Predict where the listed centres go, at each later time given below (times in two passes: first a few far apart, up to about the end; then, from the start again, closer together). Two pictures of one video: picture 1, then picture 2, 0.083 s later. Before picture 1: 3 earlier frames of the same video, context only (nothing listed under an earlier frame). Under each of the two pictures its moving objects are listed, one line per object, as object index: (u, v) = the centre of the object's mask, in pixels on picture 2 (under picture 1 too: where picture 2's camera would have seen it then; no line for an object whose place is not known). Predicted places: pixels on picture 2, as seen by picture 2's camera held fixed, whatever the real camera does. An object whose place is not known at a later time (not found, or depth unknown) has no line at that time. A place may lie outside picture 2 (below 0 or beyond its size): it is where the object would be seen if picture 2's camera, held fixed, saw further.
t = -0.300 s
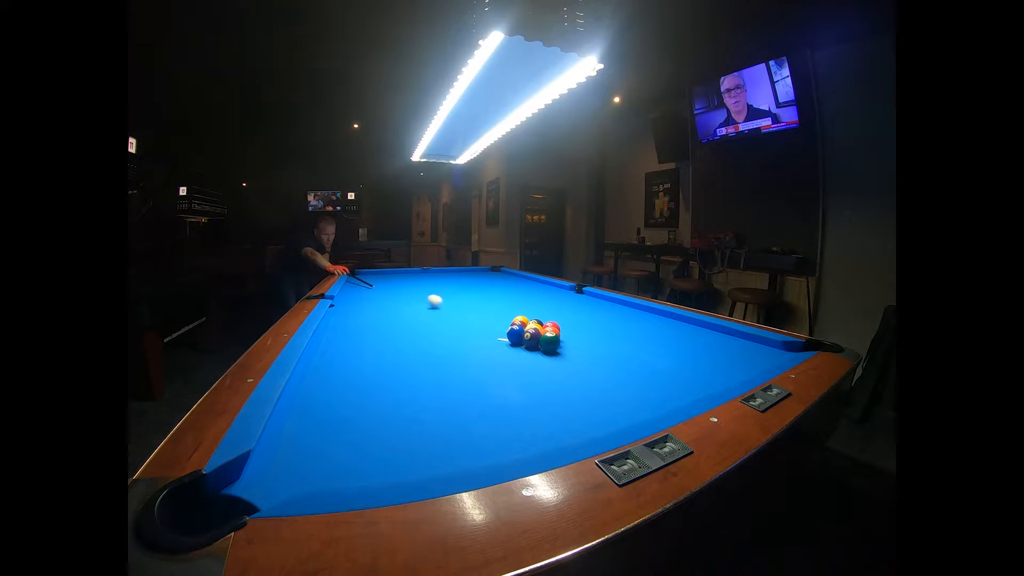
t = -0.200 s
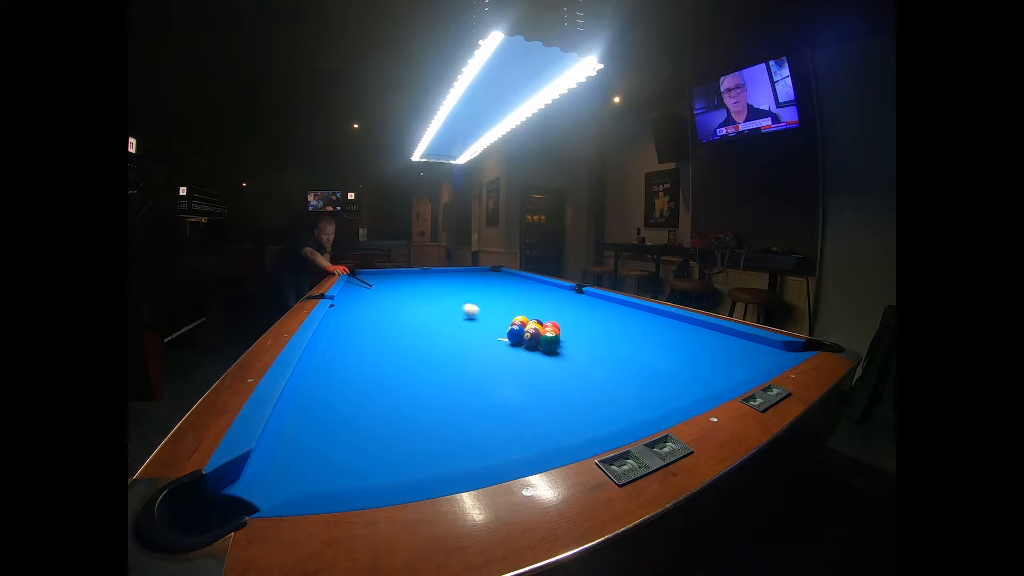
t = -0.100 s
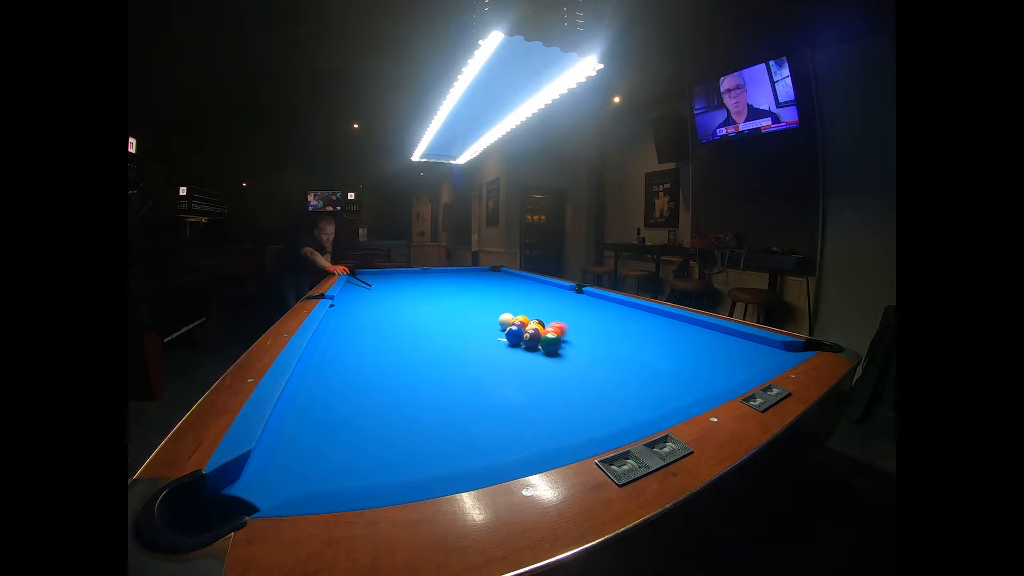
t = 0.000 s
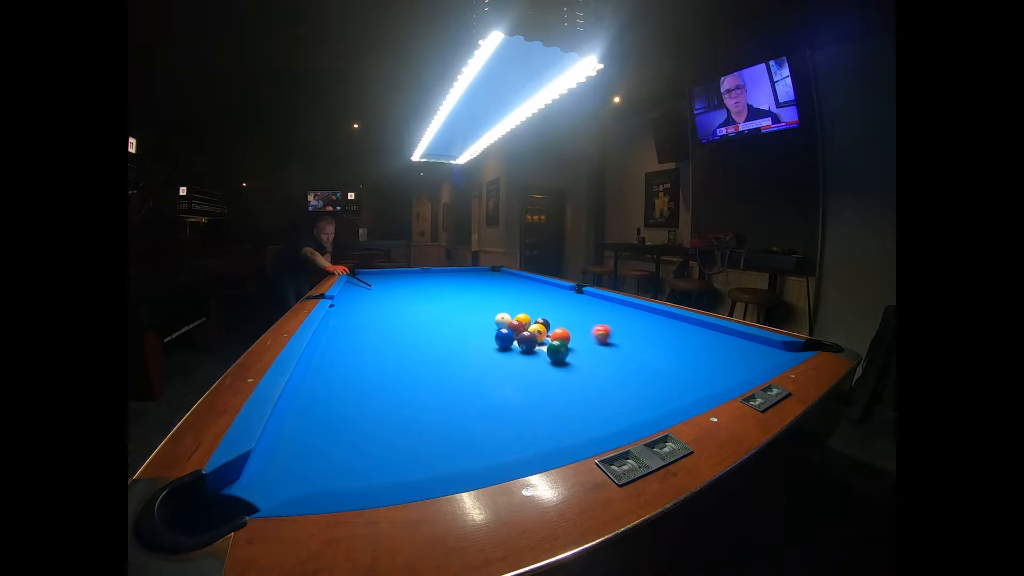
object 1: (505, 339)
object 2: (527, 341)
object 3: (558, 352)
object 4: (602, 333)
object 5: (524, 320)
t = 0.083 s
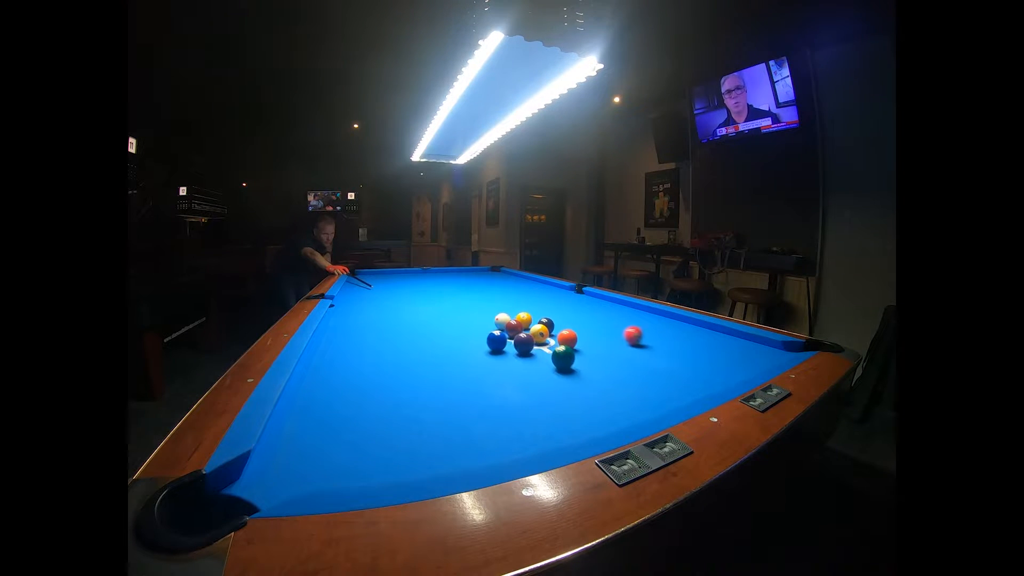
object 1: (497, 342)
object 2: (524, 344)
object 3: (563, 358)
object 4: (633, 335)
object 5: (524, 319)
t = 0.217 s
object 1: (483, 346)
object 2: (518, 347)
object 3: (573, 370)
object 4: (677, 337)
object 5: (525, 318)
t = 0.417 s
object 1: (462, 353)
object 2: (509, 352)
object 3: (591, 390)
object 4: (739, 339)
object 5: (527, 315)
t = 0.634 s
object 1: (437, 360)
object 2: (499, 358)
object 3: (615, 415)
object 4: (769, 346)
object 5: (529, 312)
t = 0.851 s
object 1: (411, 369)
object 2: (490, 363)
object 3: (588, 409)
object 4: (776, 355)
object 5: (531, 309)
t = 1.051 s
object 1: (385, 376)
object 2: (481, 368)
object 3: (564, 397)
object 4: (753, 359)
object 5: (532, 307)
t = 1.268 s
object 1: (356, 384)
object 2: (473, 374)
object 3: (543, 388)
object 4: (725, 361)
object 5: (534, 305)
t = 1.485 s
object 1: (327, 392)
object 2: (465, 378)
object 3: (525, 379)
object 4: (696, 362)
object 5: (535, 304)
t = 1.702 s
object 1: (297, 400)
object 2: (457, 383)
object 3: (510, 373)
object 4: (679, 366)
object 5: (536, 302)
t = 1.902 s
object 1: (302, 404)
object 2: (451, 387)
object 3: (498, 367)
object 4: (668, 372)
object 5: (537, 302)
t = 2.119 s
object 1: (314, 406)
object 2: (445, 391)
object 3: (488, 361)
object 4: (655, 378)
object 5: (538, 301)
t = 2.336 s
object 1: (325, 408)
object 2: (440, 394)
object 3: (480, 357)
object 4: (642, 385)
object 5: (539, 300)
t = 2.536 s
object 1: (334, 410)
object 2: (436, 396)
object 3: (473, 353)
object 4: (629, 391)
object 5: (540, 299)
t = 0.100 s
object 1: (495, 342)
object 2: (523, 344)
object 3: (564, 360)
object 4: (639, 335)
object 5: (524, 319)
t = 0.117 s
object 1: (493, 343)
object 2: (522, 344)
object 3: (565, 361)
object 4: (644, 336)
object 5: (524, 319)
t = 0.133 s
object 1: (492, 343)
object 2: (522, 345)
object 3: (567, 363)
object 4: (650, 336)
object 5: (524, 319)
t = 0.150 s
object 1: (490, 344)
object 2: (521, 346)
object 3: (568, 364)
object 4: (655, 336)
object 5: (524, 319)
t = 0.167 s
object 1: (488, 345)
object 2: (520, 346)
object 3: (569, 366)
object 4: (661, 336)
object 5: (525, 318)
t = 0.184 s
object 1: (487, 345)
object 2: (519, 346)
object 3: (570, 367)
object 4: (667, 337)
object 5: (525, 318)
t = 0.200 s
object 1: (485, 346)
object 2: (519, 346)
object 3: (572, 368)
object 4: (672, 337)
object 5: (525, 318)
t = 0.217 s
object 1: (483, 346)
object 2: (518, 347)
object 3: (573, 370)
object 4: (677, 337)
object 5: (525, 318)
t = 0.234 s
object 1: (482, 347)
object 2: (517, 348)
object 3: (574, 372)
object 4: (683, 337)
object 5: (525, 318)
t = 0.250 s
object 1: (480, 347)
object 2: (517, 348)
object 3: (576, 374)
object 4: (688, 338)
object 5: (525, 317)
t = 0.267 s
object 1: (478, 348)
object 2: (516, 348)
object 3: (577, 375)
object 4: (693, 338)
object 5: (525, 317)
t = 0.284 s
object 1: (477, 348)
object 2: (515, 349)
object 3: (578, 377)
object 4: (698, 338)
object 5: (526, 317)
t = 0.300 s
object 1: (475, 349)
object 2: (514, 349)
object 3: (580, 378)
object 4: (704, 338)
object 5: (526, 316)
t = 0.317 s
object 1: (473, 350)
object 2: (514, 350)
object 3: (581, 380)
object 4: (709, 338)
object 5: (526, 316)
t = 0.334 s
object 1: (471, 350)
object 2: (513, 350)
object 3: (583, 382)
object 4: (714, 338)
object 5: (526, 316)
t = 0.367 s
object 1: (468, 351)
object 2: (511, 351)
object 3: (586, 385)
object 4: (724, 339)
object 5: (527, 315)
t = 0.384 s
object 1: (466, 351)
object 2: (511, 351)
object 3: (588, 387)
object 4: (729, 339)
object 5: (527, 315)
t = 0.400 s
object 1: (464, 352)
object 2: (510, 352)
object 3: (589, 389)
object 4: (734, 339)
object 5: (527, 315)
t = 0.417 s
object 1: (462, 353)
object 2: (509, 352)
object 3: (591, 390)
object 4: (739, 339)
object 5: (527, 315)
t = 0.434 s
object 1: (460, 353)
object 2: (508, 352)
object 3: (593, 393)
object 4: (743, 340)
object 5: (527, 314)
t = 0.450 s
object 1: (459, 354)
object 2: (508, 353)
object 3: (594, 394)
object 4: (748, 340)
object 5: (527, 314)
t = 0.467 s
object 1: (457, 355)
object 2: (507, 353)
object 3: (596, 396)
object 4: (753, 340)
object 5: (528, 314)
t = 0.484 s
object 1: (455, 355)
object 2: (506, 354)
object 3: (598, 399)
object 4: (758, 340)
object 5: (528, 314)
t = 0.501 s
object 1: (453, 355)
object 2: (506, 354)
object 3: (600, 400)
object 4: (762, 340)
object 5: (528, 313)
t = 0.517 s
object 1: (451, 356)
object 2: (505, 354)
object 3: (602, 403)
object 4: (765, 341)
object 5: (528, 313)
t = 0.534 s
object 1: (449, 356)
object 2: (504, 355)
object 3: (603, 405)
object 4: (766, 342)
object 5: (528, 313)
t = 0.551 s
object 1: (447, 358)
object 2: (503, 355)
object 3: (605, 407)
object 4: (766, 342)
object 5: (528, 313)
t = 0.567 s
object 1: (445, 358)
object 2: (502, 356)
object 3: (607, 410)
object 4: (766, 343)
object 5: (529, 313)
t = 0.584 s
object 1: (443, 358)
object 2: (502, 356)
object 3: (609, 411)
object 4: (767, 344)
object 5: (529, 312)
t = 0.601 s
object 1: (441, 359)
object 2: (501, 357)
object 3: (611, 413)
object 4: (768, 345)
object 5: (529, 312)
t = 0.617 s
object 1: (439, 359)
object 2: (500, 357)
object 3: (613, 414)
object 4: (768, 346)
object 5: (529, 312)
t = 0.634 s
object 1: (437, 360)
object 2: (499, 358)
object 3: (615, 415)
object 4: (769, 346)
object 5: (529, 312)
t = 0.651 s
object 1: (435, 361)
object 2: (499, 358)
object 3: (616, 416)
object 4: (769, 347)
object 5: (529, 311)
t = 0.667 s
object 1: (433, 362)
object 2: (498, 358)
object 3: (614, 416)
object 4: (770, 348)
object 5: (529, 311)
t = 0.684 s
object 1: (431, 362)
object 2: (497, 359)
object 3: (612, 416)
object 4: (771, 349)
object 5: (530, 311)
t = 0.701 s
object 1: (429, 363)
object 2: (496, 359)
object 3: (609, 415)
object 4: (771, 350)
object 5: (530, 311)
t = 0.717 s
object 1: (427, 364)
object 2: (496, 360)
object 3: (607, 415)
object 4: (772, 351)
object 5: (530, 311)
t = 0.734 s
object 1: (425, 364)
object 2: (495, 360)
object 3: (605, 415)
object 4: (773, 352)
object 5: (530, 310)
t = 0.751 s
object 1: (423, 365)
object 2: (494, 361)
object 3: (602, 414)
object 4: (774, 352)
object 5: (530, 310)
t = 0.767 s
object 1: (421, 366)
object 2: (494, 361)
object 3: (600, 414)
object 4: (774, 353)
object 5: (530, 310)
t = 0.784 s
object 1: (419, 366)
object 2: (493, 361)
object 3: (598, 413)
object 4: (775, 354)
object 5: (530, 310)
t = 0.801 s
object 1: (417, 367)
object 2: (492, 362)
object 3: (595, 413)
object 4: (775, 354)
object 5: (530, 310)
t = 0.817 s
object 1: (415, 367)
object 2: (491, 362)
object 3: (593, 411)
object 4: (776, 354)
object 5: (531, 309)
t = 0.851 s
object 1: (411, 369)
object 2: (490, 363)
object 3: (588, 409)
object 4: (776, 355)
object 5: (531, 309)
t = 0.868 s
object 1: (409, 369)
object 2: (489, 363)
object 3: (586, 408)
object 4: (774, 356)
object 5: (531, 309)
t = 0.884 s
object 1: (406, 370)
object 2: (489, 364)
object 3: (584, 407)
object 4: (772, 356)
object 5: (531, 309)
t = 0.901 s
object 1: (404, 371)
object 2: (488, 364)
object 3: (582, 406)
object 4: (770, 357)
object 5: (531, 309)
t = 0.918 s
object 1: (402, 371)
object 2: (487, 365)
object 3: (580, 404)
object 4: (768, 357)
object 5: (531, 308)
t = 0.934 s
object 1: (400, 372)
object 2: (486, 365)
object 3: (578, 404)
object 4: (766, 357)
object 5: (532, 308)
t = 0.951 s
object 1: (398, 372)
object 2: (486, 365)
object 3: (576, 403)
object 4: (764, 358)
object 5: (532, 308)
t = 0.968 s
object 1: (396, 373)
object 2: (485, 366)
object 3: (574, 402)
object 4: (762, 358)
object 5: (532, 308)
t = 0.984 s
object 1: (393, 374)
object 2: (484, 366)
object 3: (572, 401)
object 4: (760, 359)
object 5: (532, 308)
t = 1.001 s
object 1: (391, 374)
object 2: (484, 367)
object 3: (570, 399)
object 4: (758, 359)
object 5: (532, 308)
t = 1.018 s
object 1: (389, 375)
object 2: (483, 367)
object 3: (568, 398)
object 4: (757, 359)
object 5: (532, 307)
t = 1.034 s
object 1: (387, 375)
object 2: (482, 368)
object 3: (566, 397)
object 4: (755, 359)
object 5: (532, 307)
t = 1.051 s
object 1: (385, 376)
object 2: (481, 368)
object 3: (564, 397)
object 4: (753, 359)
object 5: (532, 307)
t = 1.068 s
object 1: (383, 377)
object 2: (481, 369)
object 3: (563, 396)
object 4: (751, 360)
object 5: (533, 307)
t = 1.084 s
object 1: (380, 377)
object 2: (480, 369)
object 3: (561, 396)
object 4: (748, 360)
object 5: (533, 307)
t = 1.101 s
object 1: (378, 378)
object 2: (479, 369)
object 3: (559, 394)
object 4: (746, 360)
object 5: (533, 307)
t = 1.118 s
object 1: (376, 379)
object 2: (479, 370)
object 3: (557, 394)
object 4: (744, 360)
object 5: (533, 307)
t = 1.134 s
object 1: (374, 379)
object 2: (478, 370)
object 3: (556, 393)
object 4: (742, 360)
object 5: (533, 306)
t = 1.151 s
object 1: (372, 380)
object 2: (477, 371)
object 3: (554, 393)
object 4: (740, 360)
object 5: (533, 306)
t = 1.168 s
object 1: (369, 381)
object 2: (477, 371)
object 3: (552, 392)
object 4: (738, 360)
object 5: (533, 306)
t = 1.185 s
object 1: (367, 381)
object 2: (476, 372)
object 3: (551, 391)
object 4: (736, 360)
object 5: (534, 306)
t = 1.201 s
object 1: (365, 382)
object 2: (475, 372)
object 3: (549, 390)
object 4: (733, 360)
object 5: (534, 306)
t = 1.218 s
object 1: (363, 383)
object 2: (475, 372)
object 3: (547, 389)
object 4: (731, 360)
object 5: (534, 306)
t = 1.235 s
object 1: (361, 383)
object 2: (474, 373)
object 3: (546, 388)
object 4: (729, 360)
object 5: (534, 306)
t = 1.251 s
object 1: (358, 384)
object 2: (473, 373)
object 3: (544, 388)
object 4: (727, 360)
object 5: (534, 306)
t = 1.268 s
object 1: (356, 384)
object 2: (473, 374)
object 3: (543, 388)
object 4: (725, 361)
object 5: (534, 305)
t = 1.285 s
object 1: (354, 385)
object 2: (472, 374)
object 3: (541, 387)
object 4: (723, 361)
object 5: (534, 305)
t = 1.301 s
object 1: (351, 386)
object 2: (471, 374)
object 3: (540, 386)
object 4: (720, 361)
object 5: (534, 305)
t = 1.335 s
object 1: (347, 387)
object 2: (470, 375)
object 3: (537, 385)
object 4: (716, 361)
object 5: (534, 305)
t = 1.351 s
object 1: (345, 387)
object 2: (469, 375)
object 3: (536, 383)
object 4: (714, 361)
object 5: (535, 305)
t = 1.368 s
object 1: (342, 388)
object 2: (469, 375)
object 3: (534, 384)
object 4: (712, 361)
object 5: (535, 305)
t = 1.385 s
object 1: (340, 389)
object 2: (468, 376)
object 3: (533, 383)
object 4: (709, 361)
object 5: (535, 305)
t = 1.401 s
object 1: (338, 389)
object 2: (468, 376)
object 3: (531, 382)
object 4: (707, 361)
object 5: (535, 304)
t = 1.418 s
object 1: (336, 390)
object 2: (467, 377)
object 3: (530, 381)
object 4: (705, 361)
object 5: (535, 304)
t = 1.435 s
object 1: (333, 391)
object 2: (466, 377)
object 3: (529, 380)
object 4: (703, 361)
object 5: (535, 304)
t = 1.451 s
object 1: (331, 391)
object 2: (466, 377)
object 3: (527, 380)
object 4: (701, 362)
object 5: (535, 304)
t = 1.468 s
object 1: (329, 392)
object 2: (465, 377)
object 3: (526, 379)
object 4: (698, 362)
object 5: (535, 304)
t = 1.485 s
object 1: (327, 392)
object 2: (465, 378)
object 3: (525, 379)
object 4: (696, 362)
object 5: (535, 304)
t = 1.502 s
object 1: (324, 393)
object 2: (464, 378)
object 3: (523, 378)
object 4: (694, 362)
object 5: (535, 304)
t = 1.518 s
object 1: (322, 393)
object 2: (464, 379)
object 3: (522, 378)
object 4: (691, 362)
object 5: (535, 304)
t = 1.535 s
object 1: (320, 394)
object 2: (463, 379)
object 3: (521, 377)
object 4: (689, 362)
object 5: (535, 304)
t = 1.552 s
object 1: (317, 395)
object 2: (462, 380)
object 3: (520, 376)
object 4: (687, 362)
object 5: (536, 303)
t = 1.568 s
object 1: (315, 395)
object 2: (462, 380)
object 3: (519, 376)
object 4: (686, 363)
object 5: (536, 303)
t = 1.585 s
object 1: (313, 396)
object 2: (461, 380)
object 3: (517, 376)
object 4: (685, 363)
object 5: (536, 303)
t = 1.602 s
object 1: (311, 397)
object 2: (461, 381)
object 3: (516, 375)
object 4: (685, 363)
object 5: (536, 303)
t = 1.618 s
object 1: (309, 397)
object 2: (460, 381)
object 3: (515, 375)
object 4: (684, 364)
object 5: (536, 303)
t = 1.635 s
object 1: (306, 397)
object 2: (459, 382)
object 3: (514, 374)
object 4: (683, 364)
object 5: (536, 303)
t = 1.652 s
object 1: (304, 398)
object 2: (459, 382)
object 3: (513, 374)
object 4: (682, 365)
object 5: (536, 303)
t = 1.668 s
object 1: (302, 399)
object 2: (458, 382)
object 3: (512, 373)
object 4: (681, 365)
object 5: (536, 303)
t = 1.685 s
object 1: (300, 399)
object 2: (458, 383)
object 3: (511, 373)
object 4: (680, 366)
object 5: (536, 303)
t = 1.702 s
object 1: (297, 400)
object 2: (457, 383)
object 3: (510, 373)
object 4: (679, 366)
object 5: (536, 302)
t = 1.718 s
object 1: (295, 401)
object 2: (457, 383)
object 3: (509, 372)
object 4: (678, 367)
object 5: (536, 302)
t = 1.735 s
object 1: (293, 401)
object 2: (456, 384)
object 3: (508, 371)
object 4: (677, 367)
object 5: (536, 302)
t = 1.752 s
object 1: (293, 402)
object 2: (455, 384)
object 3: (507, 371)
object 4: (677, 368)
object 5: (536, 302)
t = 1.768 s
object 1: (294, 402)
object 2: (455, 384)
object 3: (506, 370)
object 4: (676, 368)
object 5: (536, 302)
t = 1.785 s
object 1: (295, 402)
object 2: (454, 385)
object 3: (505, 370)
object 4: (675, 369)
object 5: (537, 302)
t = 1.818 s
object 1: (297, 403)
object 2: (453, 386)
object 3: (503, 369)
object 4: (673, 370)
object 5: (537, 302)
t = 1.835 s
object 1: (298, 403)
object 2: (453, 386)
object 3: (502, 368)
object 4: (672, 370)
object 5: (537, 302)
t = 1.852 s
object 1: (299, 403)
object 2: (452, 386)
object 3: (501, 368)
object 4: (671, 371)
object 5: (537, 302)
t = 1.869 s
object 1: (300, 403)
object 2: (452, 387)
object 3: (500, 368)
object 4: (670, 371)
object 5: (537, 302)
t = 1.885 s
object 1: (301, 404)
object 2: (451, 387)
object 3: (499, 367)
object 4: (669, 372)
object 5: (537, 302)
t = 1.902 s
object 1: (302, 404)
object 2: (451, 387)
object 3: (498, 367)
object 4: (668, 372)
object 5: (537, 302)
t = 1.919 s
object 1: (303, 404)
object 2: (450, 388)
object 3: (497, 366)
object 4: (667, 372)
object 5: (537, 301)
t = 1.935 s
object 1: (304, 404)
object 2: (450, 388)
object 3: (496, 366)
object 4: (666, 373)
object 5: (537, 302)
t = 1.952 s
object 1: (305, 404)
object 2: (449, 388)
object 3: (496, 365)
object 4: (665, 374)
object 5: (537, 302)
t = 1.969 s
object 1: (306, 404)
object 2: (449, 389)
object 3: (495, 365)
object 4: (664, 374)
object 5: (538, 301)
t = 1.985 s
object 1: (307, 405)
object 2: (448, 389)
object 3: (494, 364)
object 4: (663, 375)
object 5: (538, 301)
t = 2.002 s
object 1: (307, 405)
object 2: (448, 389)
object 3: (493, 364)
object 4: (662, 375)
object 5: (538, 301)
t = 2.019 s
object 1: (308, 405)
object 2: (447, 389)
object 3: (492, 364)
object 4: (661, 375)
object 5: (538, 301)
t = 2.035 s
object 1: (309, 405)
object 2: (447, 390)
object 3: (492, 363)
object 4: (660, 376)
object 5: (538, 301)
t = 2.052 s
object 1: (310, 406)
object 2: (446, 390)
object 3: (491, 363)
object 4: (659, 377)
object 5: (538, 301)
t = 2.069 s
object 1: (311, 406)
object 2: (446, 390)
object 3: (490, 362)
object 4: (658, 377)
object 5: (538, 301)
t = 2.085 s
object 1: (312, 406)
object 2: (446, 390)
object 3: (489, 362)
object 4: (657, 378)
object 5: (538, 301)
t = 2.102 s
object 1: (313, 406)
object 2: (445, 391)
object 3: (489, 361)
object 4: (656, 378)
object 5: (538, 301)
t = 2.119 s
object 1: (314, 406)
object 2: (445, 391)
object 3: (488, 361)
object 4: (655, 378)
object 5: (538, 301)
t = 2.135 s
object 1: (315, 406)
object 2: (444, 391)
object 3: (487, 361)
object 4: (654, 379)
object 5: (538, 301)
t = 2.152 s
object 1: (316, 406)
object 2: (444, 392)
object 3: (487, 360)
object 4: (653, 379)
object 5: (538, 301)
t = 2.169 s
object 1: (316, 407)
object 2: (443, 392)
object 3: (486, 360)
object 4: (652, 380)
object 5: (539, 300)
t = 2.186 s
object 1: (317, 407)
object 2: (443, 392)
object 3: (485, 359)
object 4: (651, 380)
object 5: (539, 300)
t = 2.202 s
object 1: (318, 407)
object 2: (443, 392)
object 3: (484, 359)
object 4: (650, 380)
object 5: (539, 300)
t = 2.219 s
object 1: (319, 407)
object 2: (442, 393)
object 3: (484, 359)
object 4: (649, 381)
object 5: (539, 300)
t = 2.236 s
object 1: (320, 407)
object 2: (442, 393)
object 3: (483, 358)
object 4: (648, 382)
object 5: (539, 300)
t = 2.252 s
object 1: (321, 408)
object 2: (442, 393)
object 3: (483, 358)
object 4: (647, 382)
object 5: (539, 300)
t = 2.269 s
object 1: (321, 408)
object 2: (441, 393)
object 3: (482, 358)
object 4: (646, 383)
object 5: (539, 300)
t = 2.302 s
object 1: (323, 408)
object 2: (441, 394)
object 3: (481, 357)
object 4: (644, 384)
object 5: (539, 300)
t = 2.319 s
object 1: (324, 408)
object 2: (440, 394)
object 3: (480, 357)
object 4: (643, 384)
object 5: (539, 300)
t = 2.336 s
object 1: (325, 408)
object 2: (440, 394)
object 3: (480, 357)
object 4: (642, 385)
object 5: (539, 300)
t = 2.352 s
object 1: (326, 408)
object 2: (440, 394)
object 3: (479, 356)
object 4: (641, 385)
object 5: (539, 300)
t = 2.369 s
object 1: (326, 409)
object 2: (439, 394)
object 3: (478, 356)
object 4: (640, 386)
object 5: (539, 300)
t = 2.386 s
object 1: (327, 409)
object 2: (439, 394)
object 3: (478, 356)
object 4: (639, 386)
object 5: (540, 300)
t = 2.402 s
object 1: (328, 409)
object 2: (439, 395)
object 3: (477, 355)
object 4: (638, 387)
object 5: (540, 300)
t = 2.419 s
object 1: (329, 409)
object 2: (438, 395)
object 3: (476, 355)
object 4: (637, 387)
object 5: (540, 300)
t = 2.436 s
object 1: (329, 409)
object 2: (438, 395)
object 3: (476, 355)
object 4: (636, 388)
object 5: (540, 300)
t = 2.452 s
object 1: (330, 409)
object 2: (438, 395)
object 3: (475, 355)
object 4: (635, 388)
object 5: (540, 300)
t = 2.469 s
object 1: (331, 409)
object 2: (437, 395)
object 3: (475, 354)
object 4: (633, 389)
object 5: (540, 300)
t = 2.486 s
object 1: (332, 409)
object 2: (437, 396)
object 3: (474, 354)
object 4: (632, 389)
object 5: (540, 300)
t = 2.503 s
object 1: (332, 410)
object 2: (436, 396)
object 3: (474, 354)
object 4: (631, 390)
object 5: (540, 300)
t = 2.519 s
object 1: (333, 410)
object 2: (436, 396)
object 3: (473, 354)
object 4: (630, 390)
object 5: (540, 300)
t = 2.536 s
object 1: (334, 410)
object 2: (436, 396)
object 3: (473, 353)
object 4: (629, 391)
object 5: (540, 299)
